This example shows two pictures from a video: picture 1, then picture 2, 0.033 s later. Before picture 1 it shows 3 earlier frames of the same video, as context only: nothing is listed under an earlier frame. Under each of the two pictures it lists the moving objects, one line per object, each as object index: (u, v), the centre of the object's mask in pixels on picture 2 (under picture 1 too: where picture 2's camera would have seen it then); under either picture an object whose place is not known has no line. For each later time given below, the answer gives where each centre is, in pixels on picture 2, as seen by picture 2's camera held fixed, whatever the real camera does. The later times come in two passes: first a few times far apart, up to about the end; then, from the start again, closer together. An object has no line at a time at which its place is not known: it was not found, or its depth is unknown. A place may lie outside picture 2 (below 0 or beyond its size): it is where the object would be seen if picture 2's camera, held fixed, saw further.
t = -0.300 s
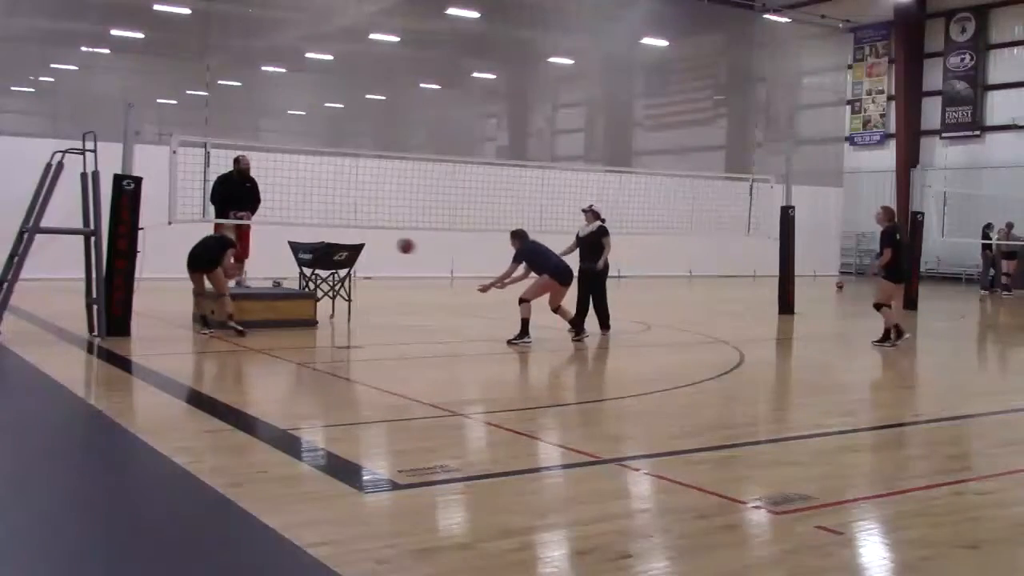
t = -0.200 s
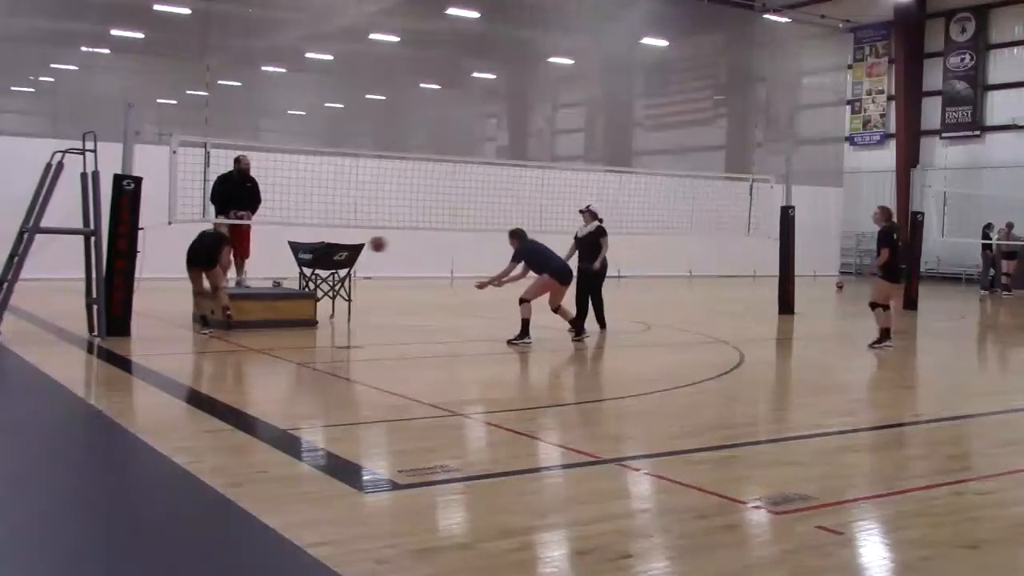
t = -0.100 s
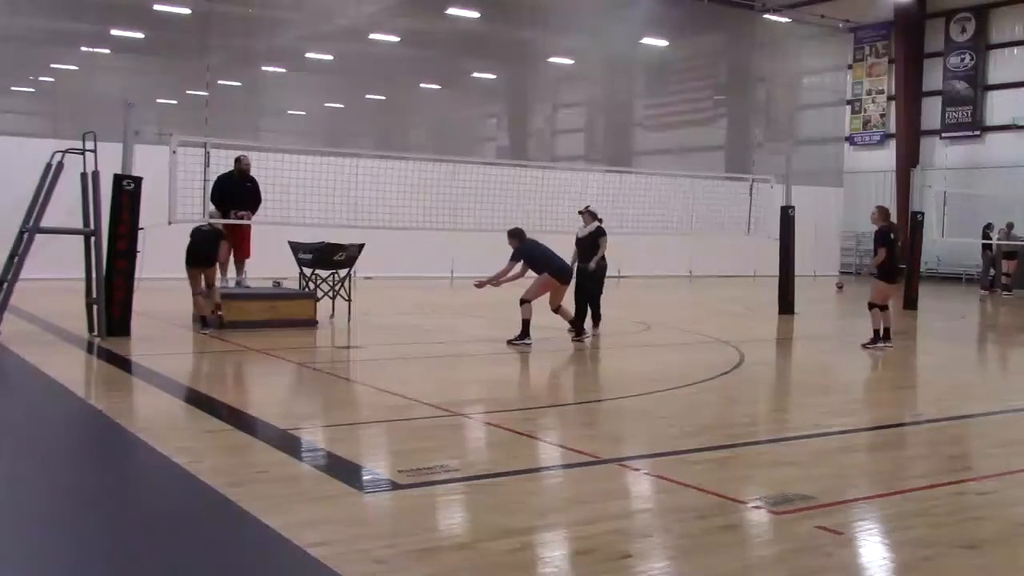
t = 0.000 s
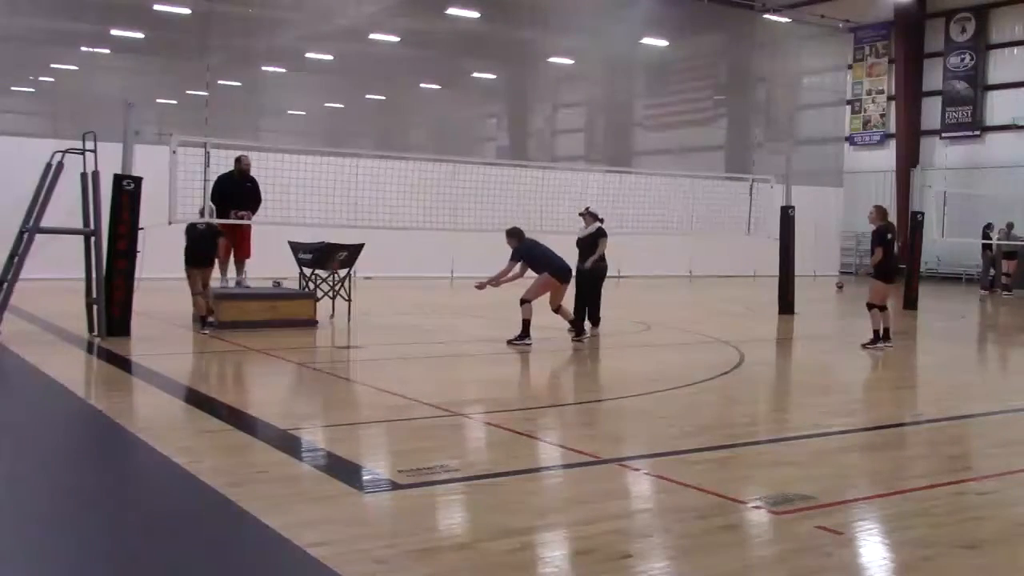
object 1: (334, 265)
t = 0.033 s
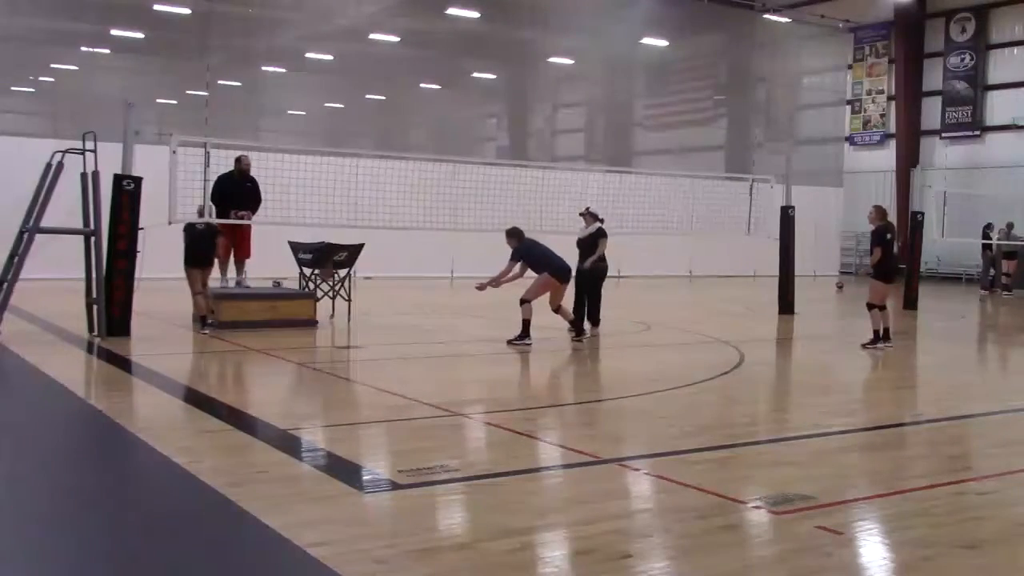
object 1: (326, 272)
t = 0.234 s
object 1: (335, 293)
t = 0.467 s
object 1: (372, 312)
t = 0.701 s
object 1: (405, 304)
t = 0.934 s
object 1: (438, 309)
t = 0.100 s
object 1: (317, 287)
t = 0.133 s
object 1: (319, 291)
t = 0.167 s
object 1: (325, 291)
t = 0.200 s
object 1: (330, 292)
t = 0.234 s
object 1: (335, 293)
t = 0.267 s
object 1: (340, 295)
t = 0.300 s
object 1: (346, 299)
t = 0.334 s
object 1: (351, 301)
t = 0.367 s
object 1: (356, 306)
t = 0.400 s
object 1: (361, 311)
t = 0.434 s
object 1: (366, 315)
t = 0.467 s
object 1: (372, 312)
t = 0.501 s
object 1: (376, 309)
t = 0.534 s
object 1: (381, 306)
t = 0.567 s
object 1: (386, 304)
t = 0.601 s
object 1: (391, 303)
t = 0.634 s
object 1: (396, 302)
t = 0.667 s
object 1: (401, 303)
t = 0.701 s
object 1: (405, 304)
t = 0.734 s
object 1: (410, 306)
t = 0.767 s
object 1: (415, 308)
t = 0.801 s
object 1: (419, 311)
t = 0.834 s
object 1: (424, 315)
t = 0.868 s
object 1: (429, 314)
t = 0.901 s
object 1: (434, 311)
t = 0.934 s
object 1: (438, 309)
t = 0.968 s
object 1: (442, 308)
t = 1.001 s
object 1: (447, 308)
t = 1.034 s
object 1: (451, 308)
